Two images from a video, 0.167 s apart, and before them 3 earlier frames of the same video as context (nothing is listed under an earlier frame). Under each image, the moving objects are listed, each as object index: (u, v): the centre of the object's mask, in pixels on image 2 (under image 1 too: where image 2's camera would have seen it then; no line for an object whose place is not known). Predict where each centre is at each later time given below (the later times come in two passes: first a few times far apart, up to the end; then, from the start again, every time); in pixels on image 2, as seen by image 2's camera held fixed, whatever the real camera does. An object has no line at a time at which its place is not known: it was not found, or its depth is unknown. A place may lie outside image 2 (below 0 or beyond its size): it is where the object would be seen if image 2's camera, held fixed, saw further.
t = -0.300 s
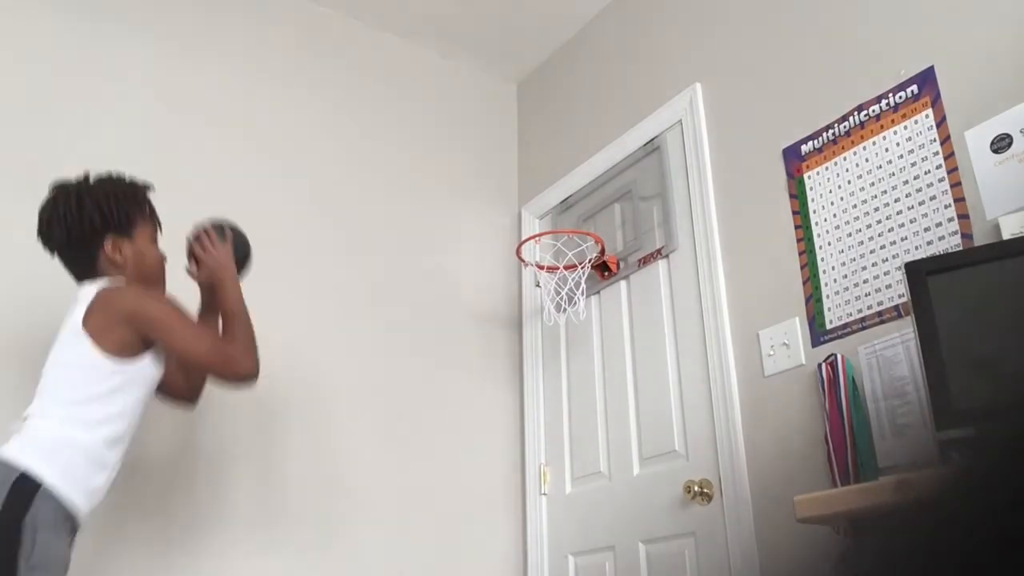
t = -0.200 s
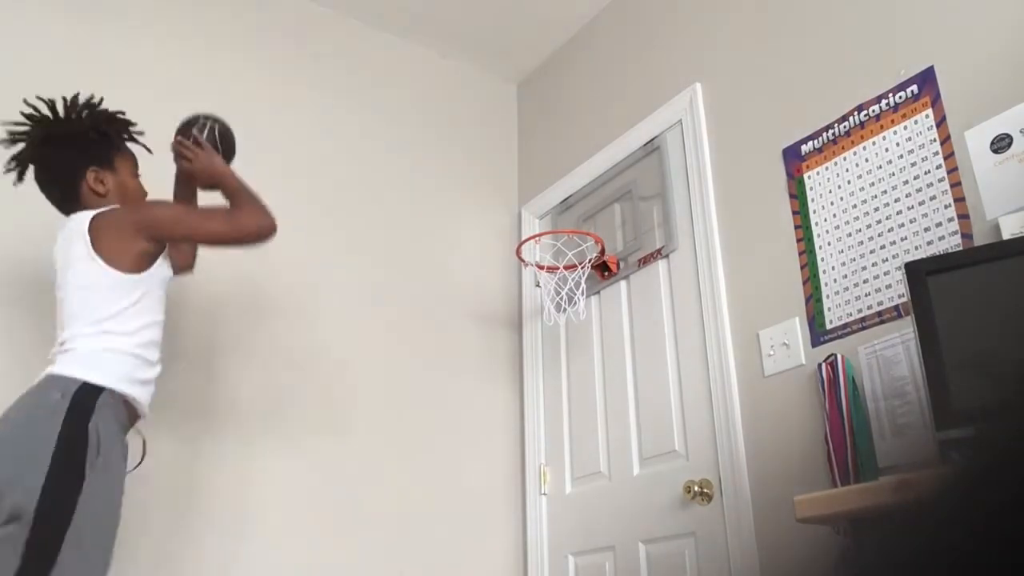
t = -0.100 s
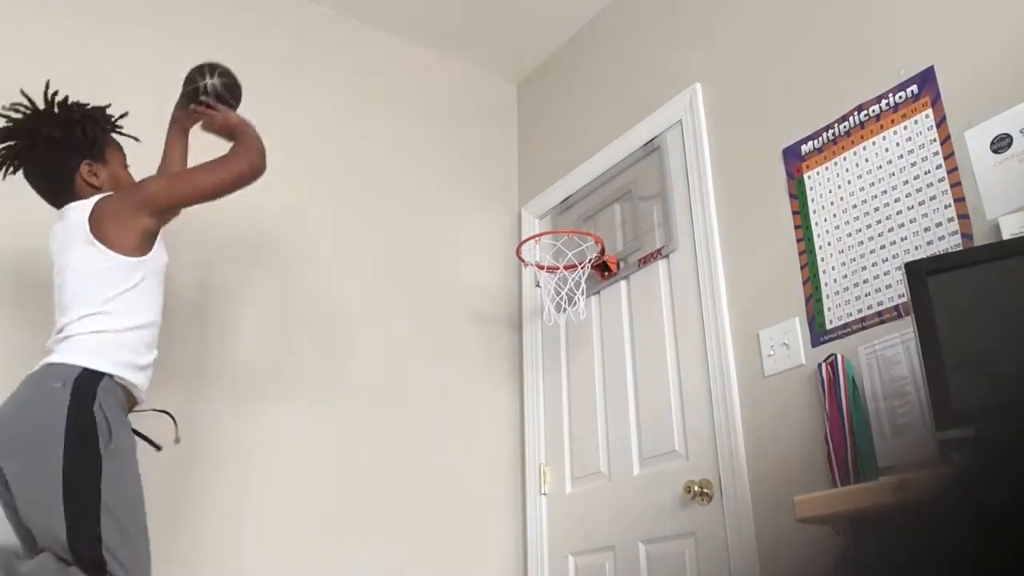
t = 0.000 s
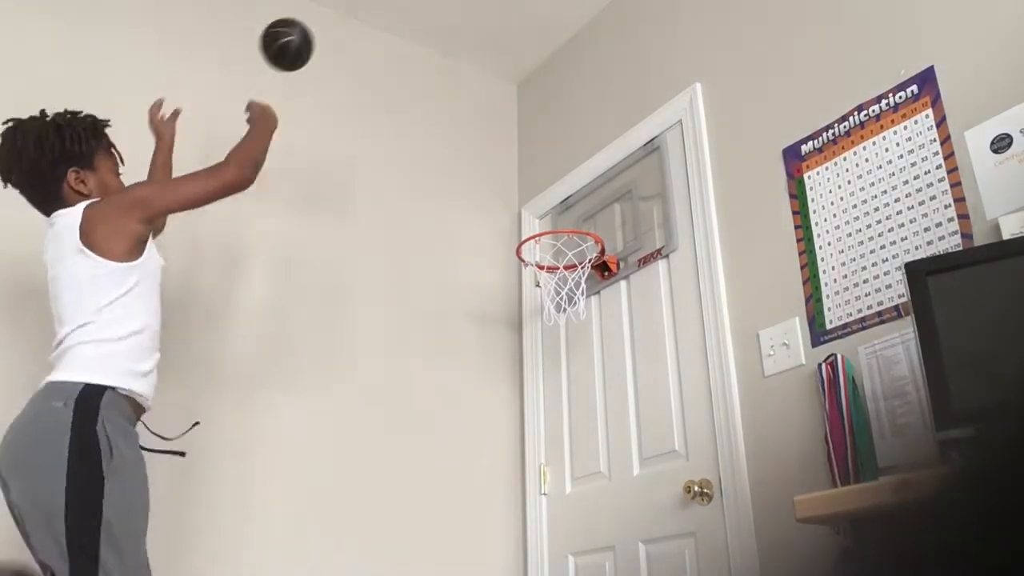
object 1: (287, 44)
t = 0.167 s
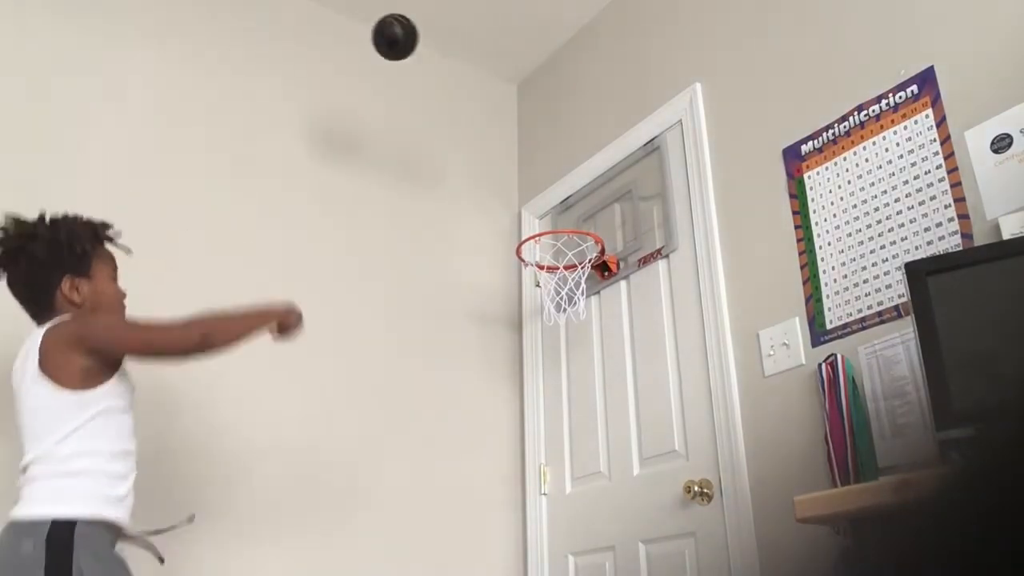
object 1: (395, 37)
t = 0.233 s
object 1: (430, 55)
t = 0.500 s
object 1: (548, 217)
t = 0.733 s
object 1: (573, 241)
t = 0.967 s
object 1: (555, 253)
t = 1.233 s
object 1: (534, 336)
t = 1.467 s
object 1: (506, 529)
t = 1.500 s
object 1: (503, 565)
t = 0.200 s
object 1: (413, 45)
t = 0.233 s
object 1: (430, 55)
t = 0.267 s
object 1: (446, 68)
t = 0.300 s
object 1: (462, 84)
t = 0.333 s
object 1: (478, 102)
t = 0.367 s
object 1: (494, 122)
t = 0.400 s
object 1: (509, 145)
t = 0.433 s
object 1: (524, 170)
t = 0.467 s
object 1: (539, 198)
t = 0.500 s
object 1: (548, 217)
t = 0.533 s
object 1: (553, 221)
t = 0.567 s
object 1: (556, 220)
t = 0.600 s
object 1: (560, 219)
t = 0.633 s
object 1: (564, 228)
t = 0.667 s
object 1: (568, 237)
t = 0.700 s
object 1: (572, 246)
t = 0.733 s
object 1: (573, 241)
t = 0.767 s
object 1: (574, 237)
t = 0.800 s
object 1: (574, 235)
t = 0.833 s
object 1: (571, 235)
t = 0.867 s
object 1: (567, 236)
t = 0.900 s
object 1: (563, 241)
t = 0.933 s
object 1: (559, 248)
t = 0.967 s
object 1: (555, 253)
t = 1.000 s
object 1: (553, 256)
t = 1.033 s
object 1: (551, 267)
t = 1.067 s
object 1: (548, 278)
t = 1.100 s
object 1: (551, 289)
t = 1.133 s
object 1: (546, 301)
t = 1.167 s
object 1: (542, 309)
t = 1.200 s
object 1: (537, 322)
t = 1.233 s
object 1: (534, 336)
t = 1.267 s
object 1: (529, 353)
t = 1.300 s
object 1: (525, 374)
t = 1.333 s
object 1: (521, 398)
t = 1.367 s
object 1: (517, 425)
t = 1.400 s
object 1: (513, 457)
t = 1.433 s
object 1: (510, 490)
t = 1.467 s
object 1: (506, 529)
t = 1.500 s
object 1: (503, 565)
